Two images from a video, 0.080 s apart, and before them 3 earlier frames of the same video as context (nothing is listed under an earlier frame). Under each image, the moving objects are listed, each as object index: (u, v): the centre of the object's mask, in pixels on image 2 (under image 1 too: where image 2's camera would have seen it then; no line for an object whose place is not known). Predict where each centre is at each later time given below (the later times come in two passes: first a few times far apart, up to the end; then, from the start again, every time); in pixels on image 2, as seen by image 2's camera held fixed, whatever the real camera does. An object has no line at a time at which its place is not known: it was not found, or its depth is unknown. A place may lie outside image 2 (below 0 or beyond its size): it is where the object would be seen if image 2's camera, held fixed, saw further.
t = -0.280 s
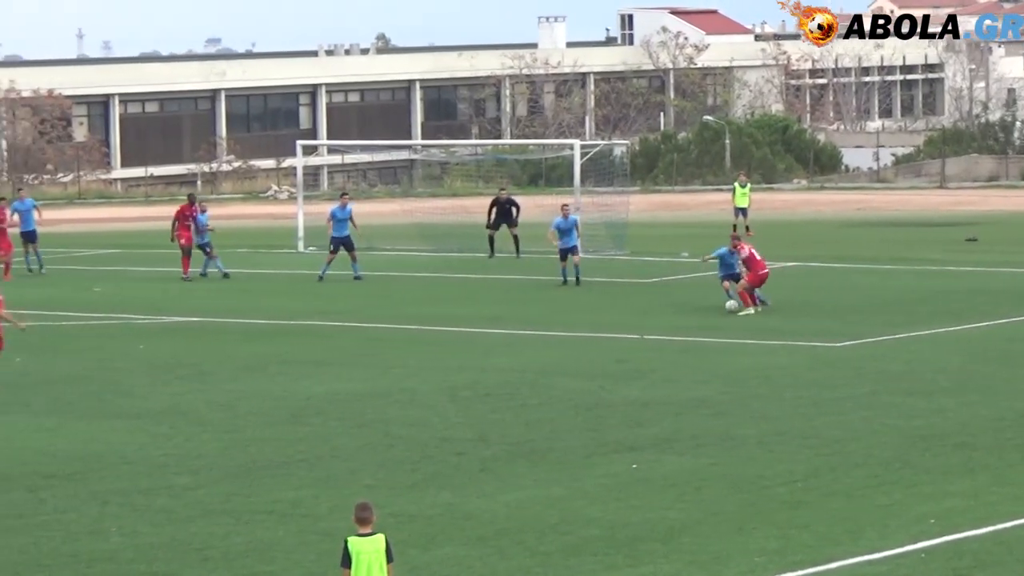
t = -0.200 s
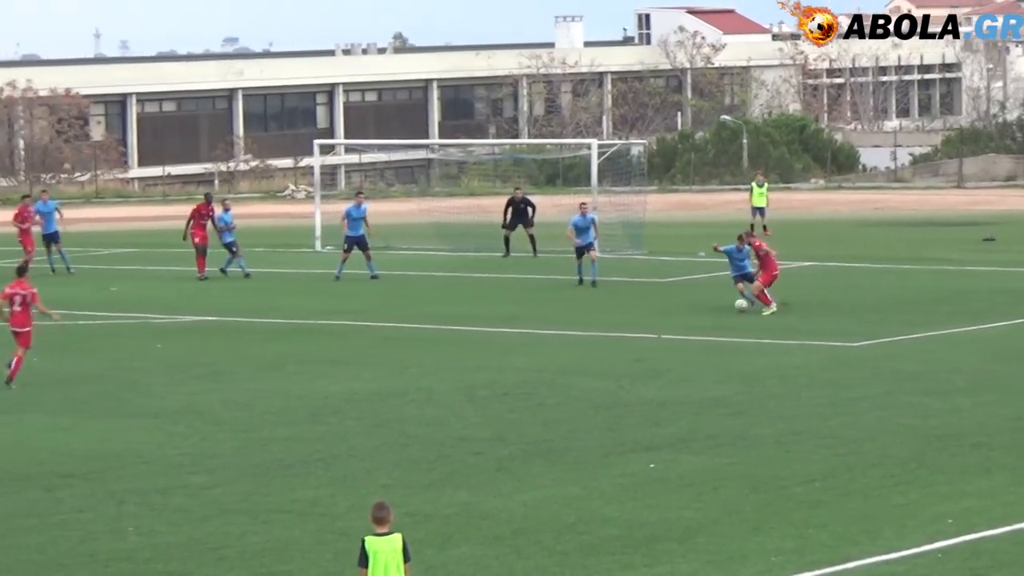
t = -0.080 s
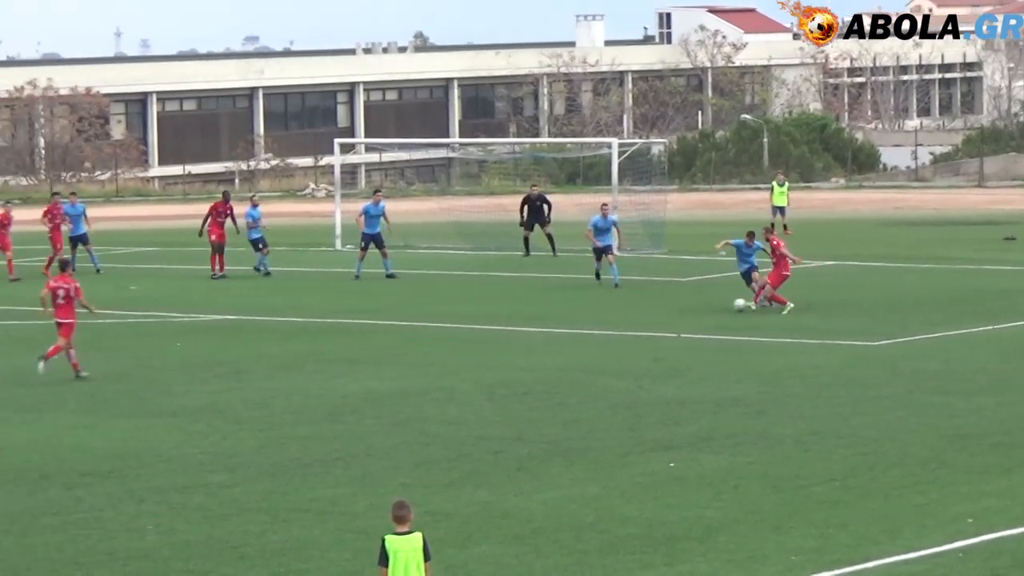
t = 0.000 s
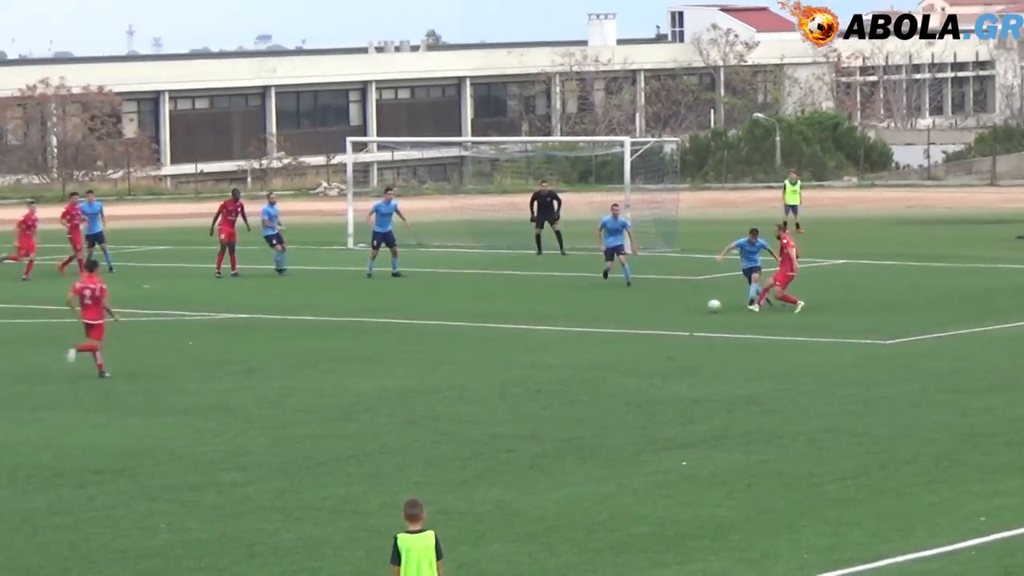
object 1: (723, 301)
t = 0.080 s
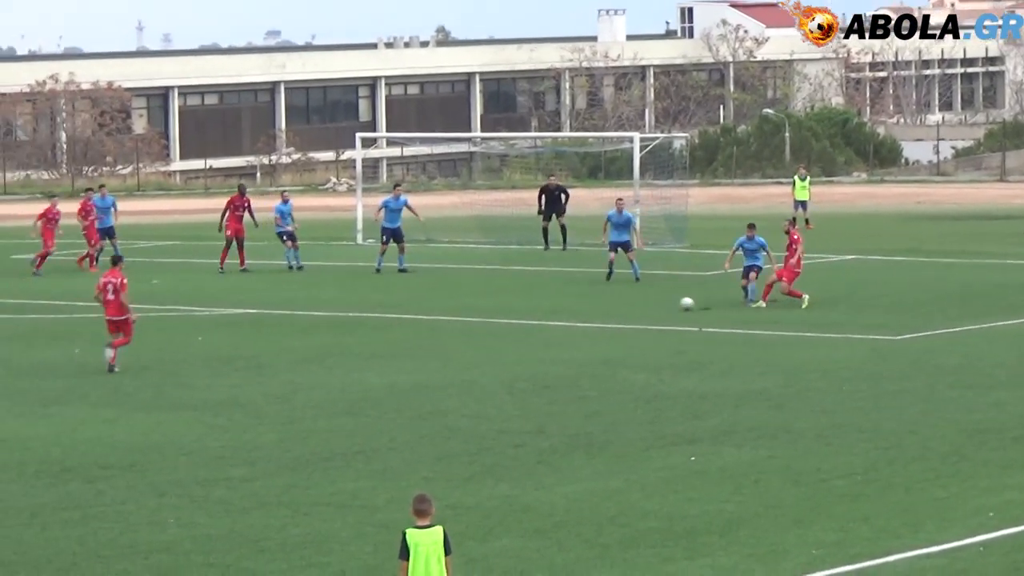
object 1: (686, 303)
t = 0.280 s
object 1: (607, 307)
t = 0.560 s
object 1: (514, 315)
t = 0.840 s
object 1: (437, 320)
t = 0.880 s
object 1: (426, 320)
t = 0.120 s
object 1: (669, 304)
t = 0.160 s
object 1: (653, 305)
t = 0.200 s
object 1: (636, 307)
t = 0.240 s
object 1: (621, 307)
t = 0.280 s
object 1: (607, 307)
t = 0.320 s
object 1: (592, 309)
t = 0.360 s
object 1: (577, 310)
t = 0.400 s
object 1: (564, 312)
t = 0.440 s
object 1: (552, 311)
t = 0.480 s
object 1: (539, 312)
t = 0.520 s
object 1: (526, 314)
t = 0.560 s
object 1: (514, 315)
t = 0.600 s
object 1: (503, 315)
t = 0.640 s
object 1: (491, 316)
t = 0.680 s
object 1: (480, 318)
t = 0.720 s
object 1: (469, 318)
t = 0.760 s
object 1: (458, 319)
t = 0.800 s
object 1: (448, 319)
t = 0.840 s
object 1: (437, 320)
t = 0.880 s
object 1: (426, 320)
